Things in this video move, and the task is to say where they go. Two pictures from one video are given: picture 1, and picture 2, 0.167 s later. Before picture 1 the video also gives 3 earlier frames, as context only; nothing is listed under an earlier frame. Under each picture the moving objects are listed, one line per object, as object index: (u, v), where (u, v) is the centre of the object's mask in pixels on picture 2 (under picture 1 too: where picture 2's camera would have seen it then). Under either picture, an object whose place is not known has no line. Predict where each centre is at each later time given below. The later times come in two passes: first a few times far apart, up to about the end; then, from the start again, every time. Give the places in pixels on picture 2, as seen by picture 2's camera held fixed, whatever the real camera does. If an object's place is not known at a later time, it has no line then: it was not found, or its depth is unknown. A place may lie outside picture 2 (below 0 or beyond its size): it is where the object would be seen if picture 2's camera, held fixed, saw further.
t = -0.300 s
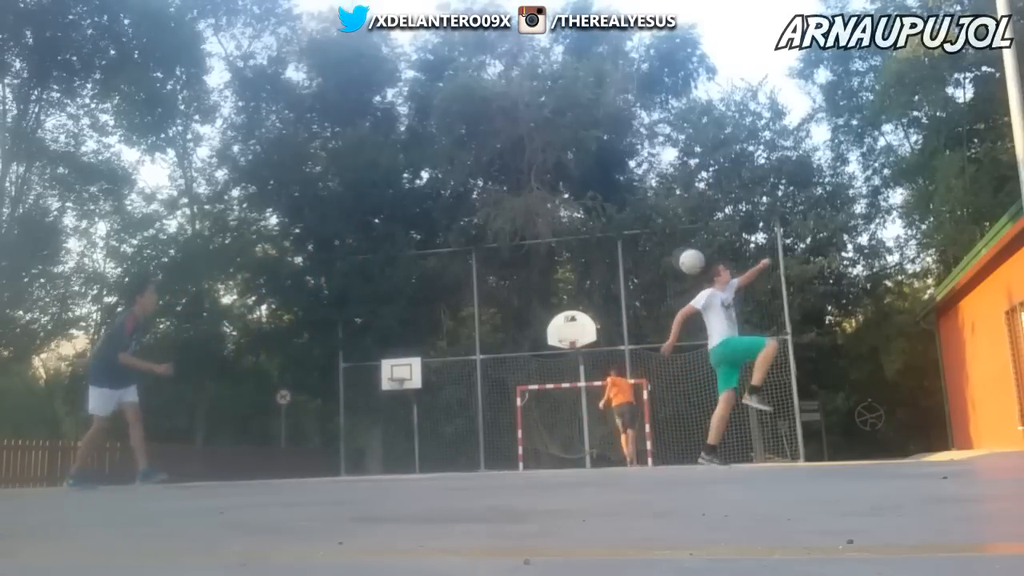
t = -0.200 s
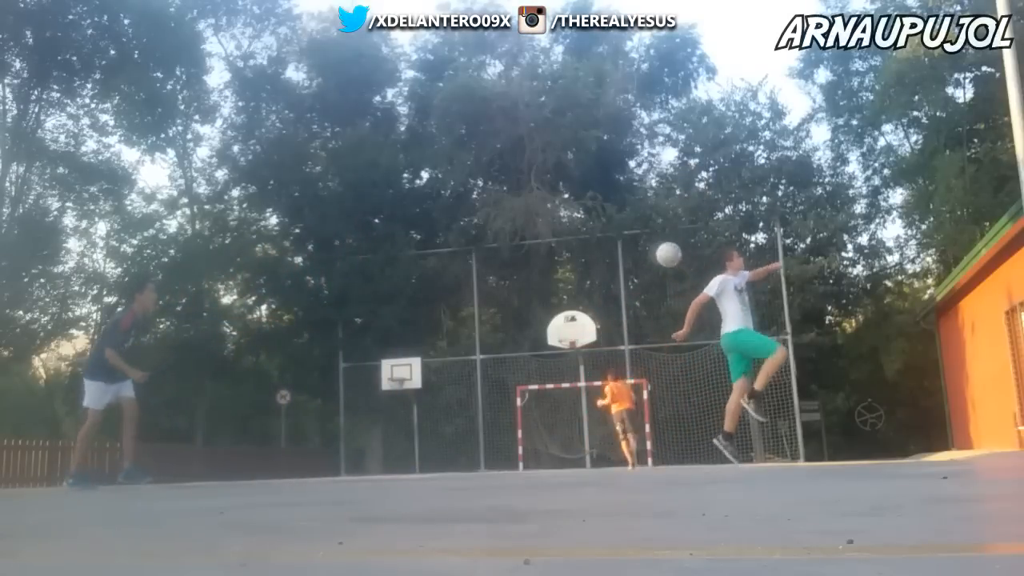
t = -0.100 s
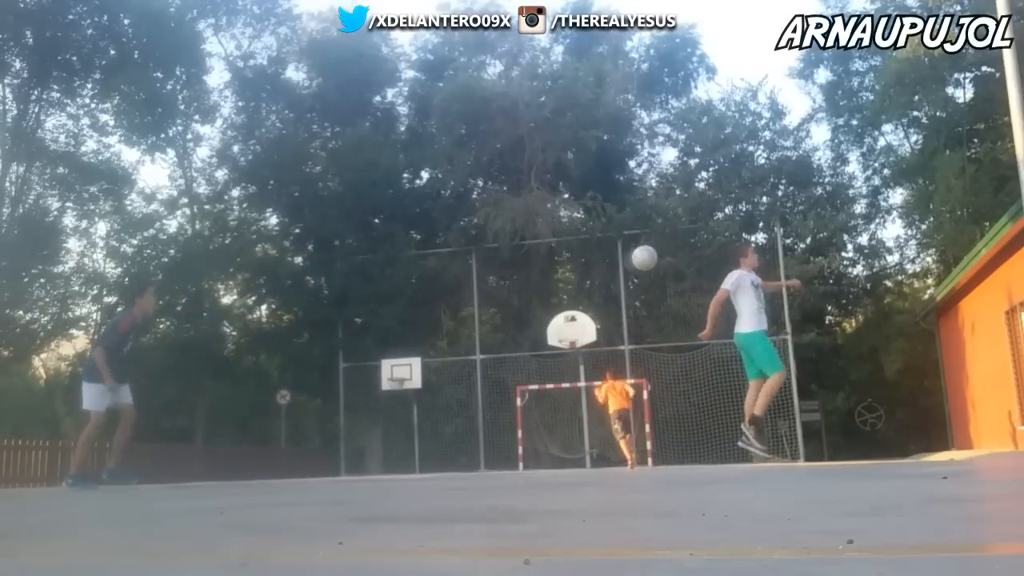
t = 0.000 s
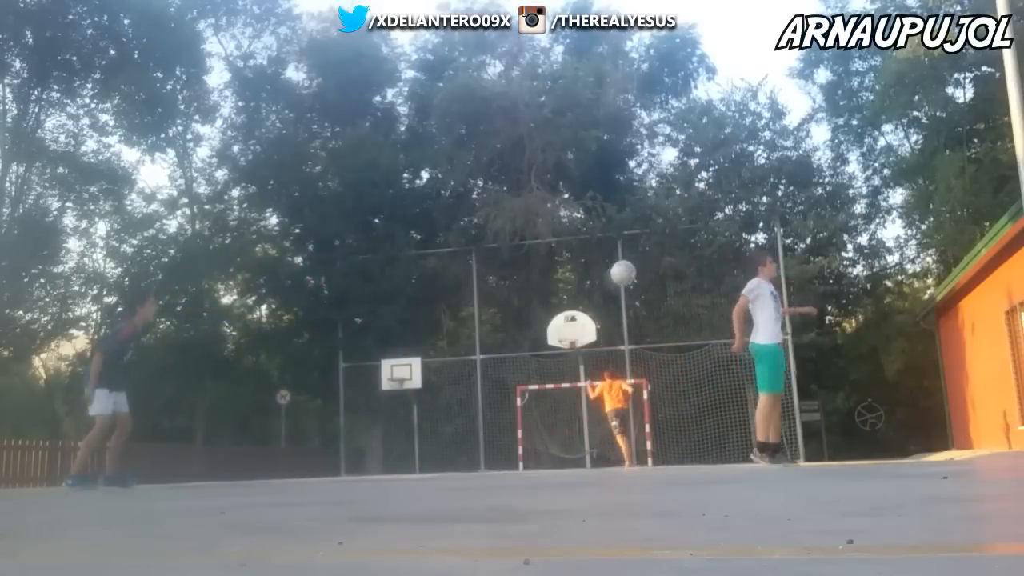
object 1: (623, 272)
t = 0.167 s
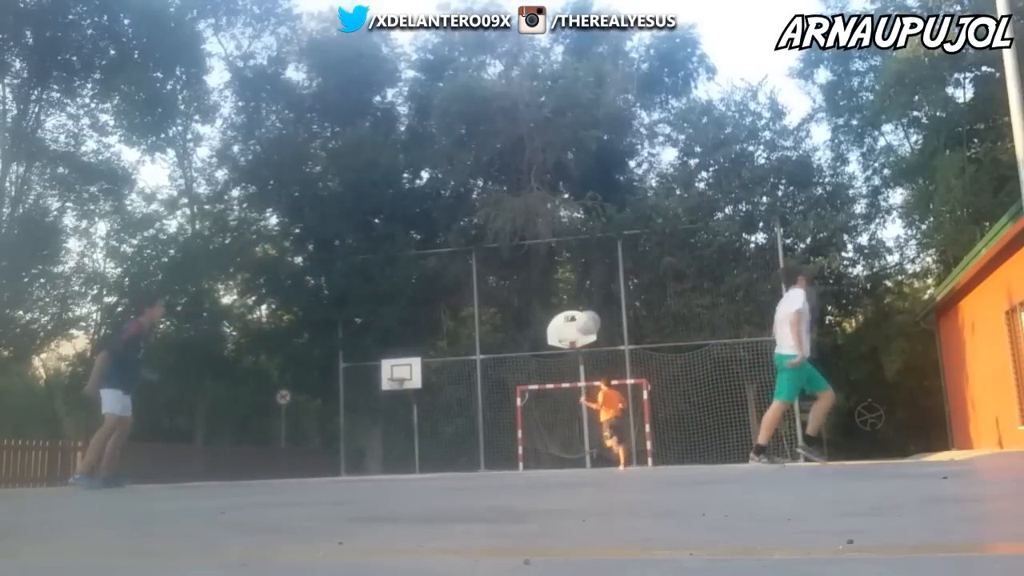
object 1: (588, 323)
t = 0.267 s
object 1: (567, 369)
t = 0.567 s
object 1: (498, 411)
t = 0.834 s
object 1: (433, 380)
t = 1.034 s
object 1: (387, 410)
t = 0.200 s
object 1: (581, 338)
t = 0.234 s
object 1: (574, 353)
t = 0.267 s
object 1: (567, 369)
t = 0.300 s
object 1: (561, 387)
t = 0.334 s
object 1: (554, 408)
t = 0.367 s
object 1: (548, 430)
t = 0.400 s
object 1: (542, 452)
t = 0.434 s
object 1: (535, 458)
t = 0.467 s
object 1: (526, 444)
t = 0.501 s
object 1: (516, 431)
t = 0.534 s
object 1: (507, 420)
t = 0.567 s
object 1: (498, 411)
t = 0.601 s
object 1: (489, 403)
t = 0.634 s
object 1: (481, 396)
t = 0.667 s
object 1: (473, 390)
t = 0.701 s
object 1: (465, 386)
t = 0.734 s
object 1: (457, 382)
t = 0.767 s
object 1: (449, 380)
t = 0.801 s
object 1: (440, 379)
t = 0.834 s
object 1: (433, 380)
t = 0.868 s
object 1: (425, 383)
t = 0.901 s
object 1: (416, 386)
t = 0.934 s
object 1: (409, 390)
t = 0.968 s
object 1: (401, 398)
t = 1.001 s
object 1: (394, 403)
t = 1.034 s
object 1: (387, 410)
